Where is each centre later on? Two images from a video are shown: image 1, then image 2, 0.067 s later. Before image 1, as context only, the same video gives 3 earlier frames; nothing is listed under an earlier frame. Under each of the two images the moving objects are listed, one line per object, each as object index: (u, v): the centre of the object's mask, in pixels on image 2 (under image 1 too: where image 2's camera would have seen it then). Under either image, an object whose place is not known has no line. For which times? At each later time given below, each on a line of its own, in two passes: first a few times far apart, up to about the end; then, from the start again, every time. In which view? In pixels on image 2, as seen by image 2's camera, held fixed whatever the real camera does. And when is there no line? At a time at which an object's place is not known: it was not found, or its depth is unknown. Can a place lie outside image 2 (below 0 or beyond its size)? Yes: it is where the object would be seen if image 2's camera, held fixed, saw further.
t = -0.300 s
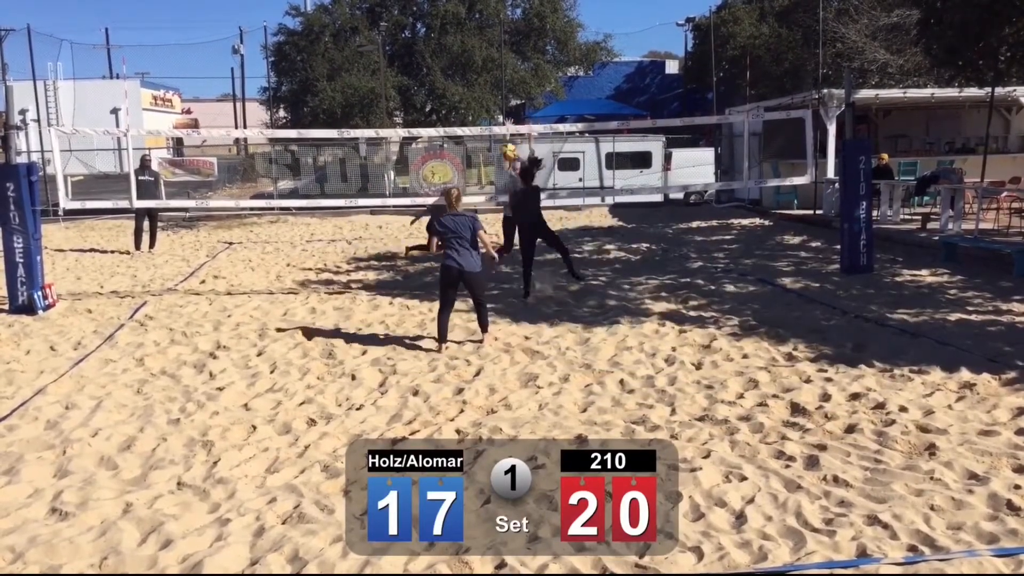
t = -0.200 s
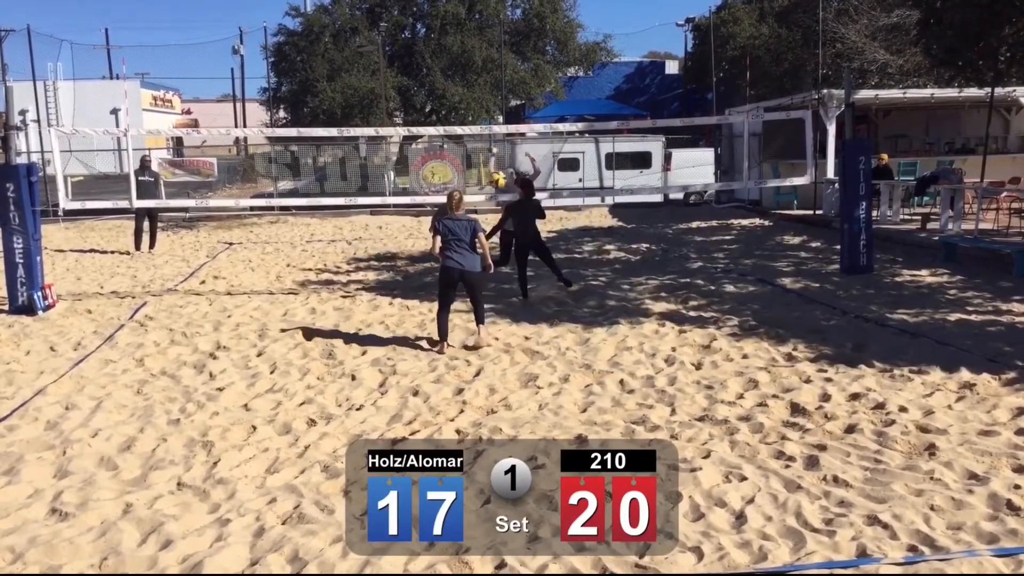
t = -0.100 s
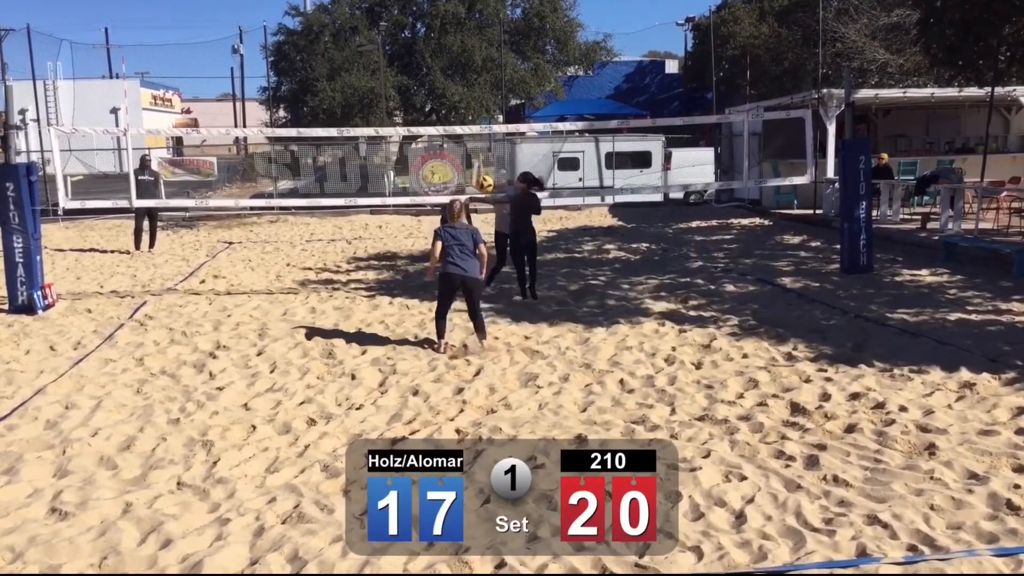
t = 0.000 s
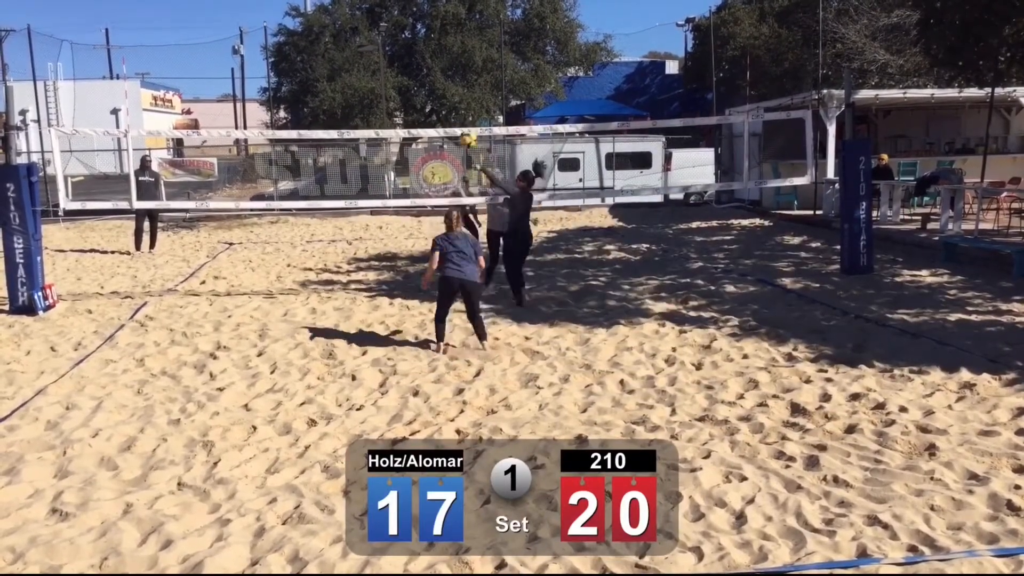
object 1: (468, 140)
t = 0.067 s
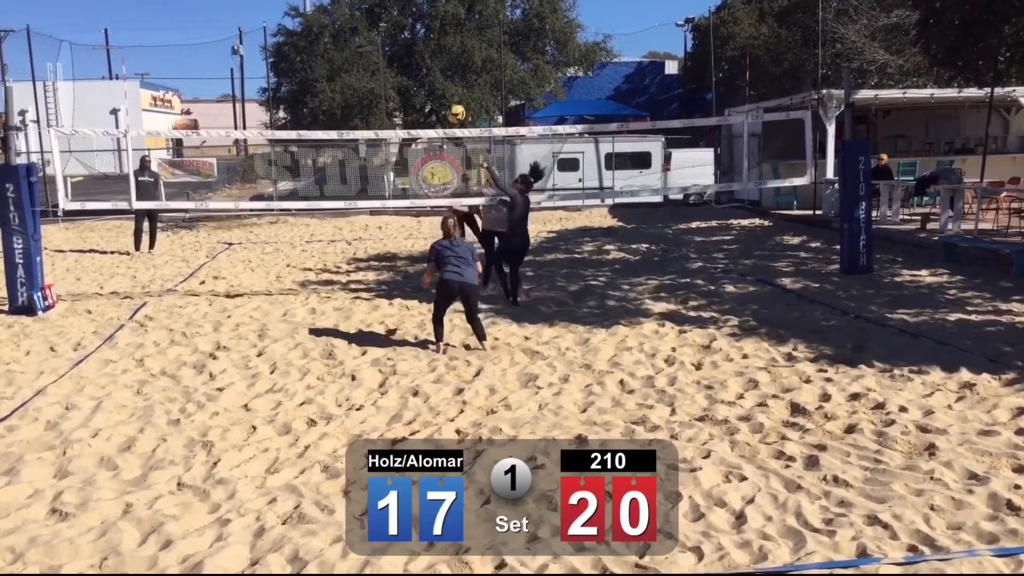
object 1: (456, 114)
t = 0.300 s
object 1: (414, 47)
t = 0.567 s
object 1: (367, 29)
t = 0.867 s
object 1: (319, 91)
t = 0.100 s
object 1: (451, 102)
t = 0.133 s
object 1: (444, 90)
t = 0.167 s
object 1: (438, 80)
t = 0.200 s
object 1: (432, 70)
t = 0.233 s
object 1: (426, 62)
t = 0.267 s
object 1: (420, 54)
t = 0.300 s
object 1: (414, 47)
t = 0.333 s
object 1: (408, 41)
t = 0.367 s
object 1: (402, 37)
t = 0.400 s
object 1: (396, 33)
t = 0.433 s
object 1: (390, 30)
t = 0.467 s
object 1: (385, 28)
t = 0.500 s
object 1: (379, 27)
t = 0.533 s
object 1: (373, 27)
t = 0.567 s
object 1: (367, 29)
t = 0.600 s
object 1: (361, 32)
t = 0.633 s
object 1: (356, 35)
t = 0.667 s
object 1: (350, 40)
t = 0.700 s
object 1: (344, 45)
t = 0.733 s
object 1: (339, 52)
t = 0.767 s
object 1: (334, 60)
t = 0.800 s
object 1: (329, 69)
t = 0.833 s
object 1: (323, 80)
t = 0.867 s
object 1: (319, 91)
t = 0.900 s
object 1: (314, 103)
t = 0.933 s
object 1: (309, 116)
